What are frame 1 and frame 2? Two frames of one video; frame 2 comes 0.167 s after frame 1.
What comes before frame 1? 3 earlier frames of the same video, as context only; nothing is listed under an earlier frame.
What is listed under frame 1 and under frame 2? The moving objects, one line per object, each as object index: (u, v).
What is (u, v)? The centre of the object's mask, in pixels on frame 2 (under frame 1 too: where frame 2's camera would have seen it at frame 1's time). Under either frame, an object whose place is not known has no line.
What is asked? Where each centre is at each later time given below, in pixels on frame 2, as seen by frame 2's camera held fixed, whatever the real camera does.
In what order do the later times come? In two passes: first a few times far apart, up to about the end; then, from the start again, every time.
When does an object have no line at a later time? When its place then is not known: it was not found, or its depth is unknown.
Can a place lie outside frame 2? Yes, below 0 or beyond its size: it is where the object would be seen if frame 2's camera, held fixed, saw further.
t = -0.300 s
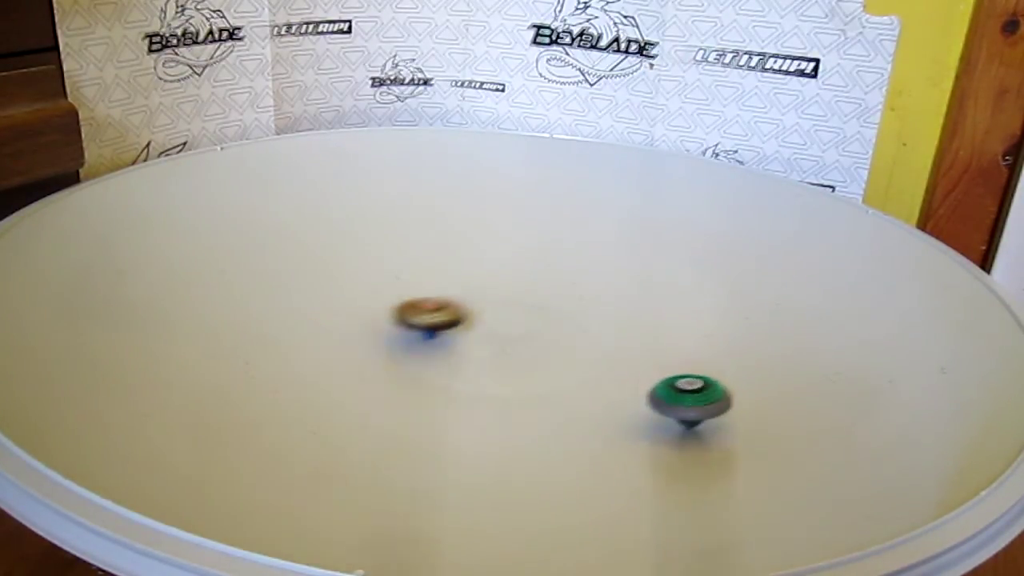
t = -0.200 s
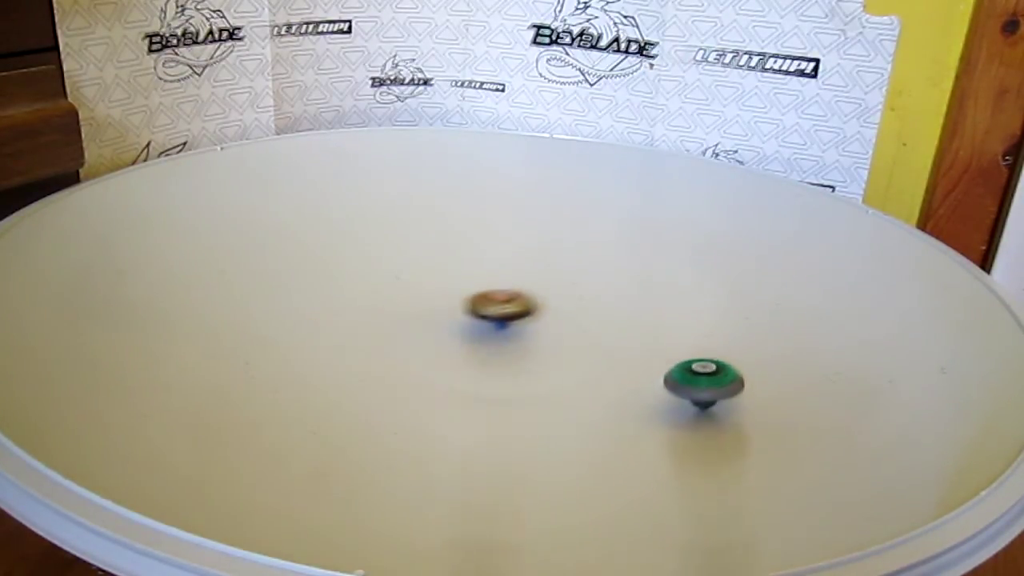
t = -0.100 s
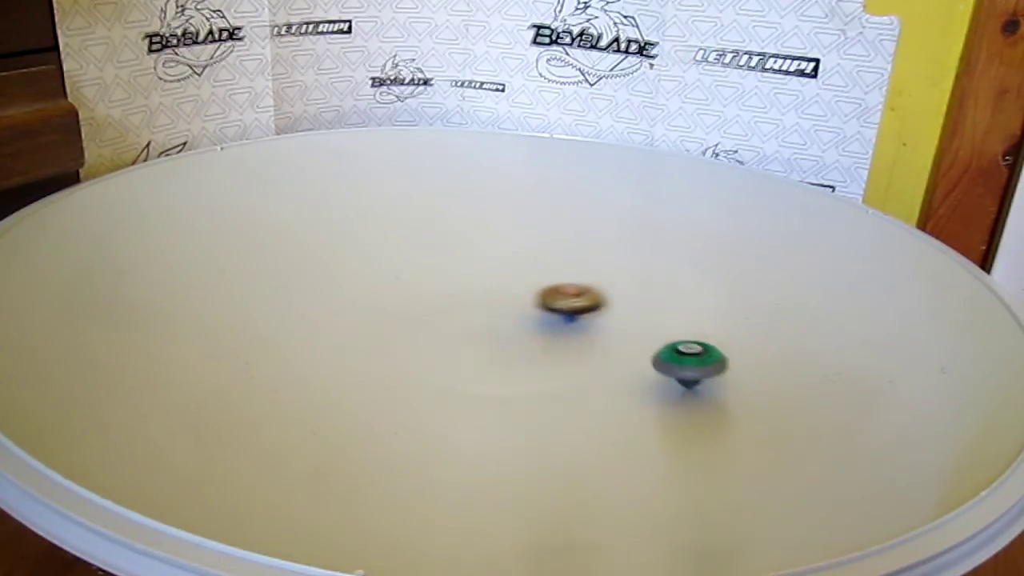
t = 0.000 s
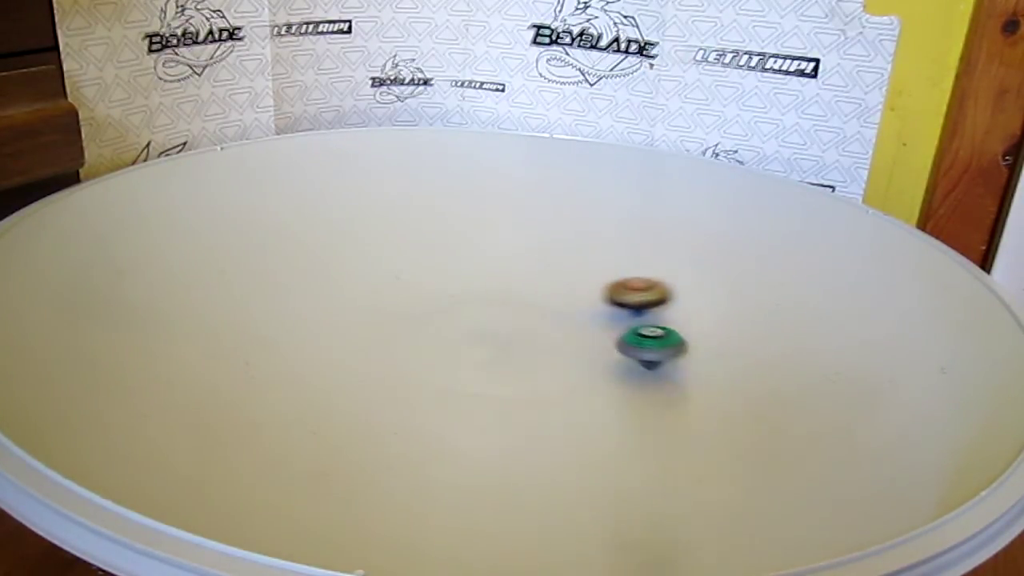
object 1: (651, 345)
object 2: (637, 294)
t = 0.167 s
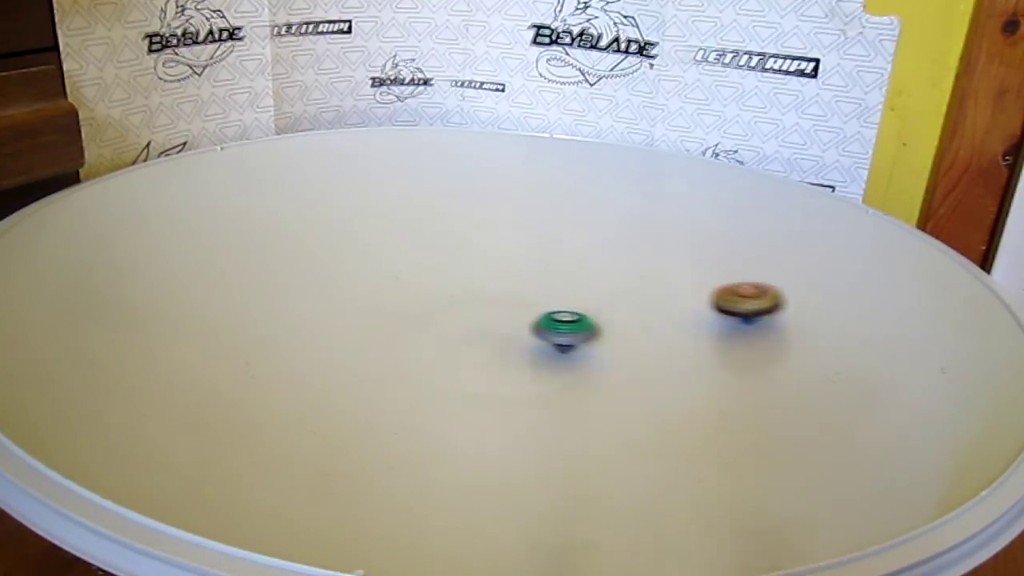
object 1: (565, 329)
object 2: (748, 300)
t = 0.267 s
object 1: (510, 329)
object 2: (796, 315)
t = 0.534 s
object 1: (366, 331)
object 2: (770, 381)
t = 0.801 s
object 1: (309, 369)
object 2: (547, 373)
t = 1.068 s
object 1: (424, 400)
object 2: (453, 287)
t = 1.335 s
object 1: (506, 351)
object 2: (480, 218)
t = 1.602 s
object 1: (478, 290)
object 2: (580, 209)
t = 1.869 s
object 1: (408, 245)
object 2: (620, 274)
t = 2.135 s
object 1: (319, 251)
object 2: (503, 329)
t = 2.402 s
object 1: (362, 304)
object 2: (325, 333)
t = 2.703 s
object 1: (517, 315)
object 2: (243, 264)
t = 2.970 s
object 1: (624, 289)
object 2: (356, 253)
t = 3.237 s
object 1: (606, 242)
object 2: (498, 300)
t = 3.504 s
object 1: (515, 243)
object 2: (601, 366)
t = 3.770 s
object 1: (475, 293)
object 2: (593, 429)
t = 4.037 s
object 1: (528, 352)
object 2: (446, 424)
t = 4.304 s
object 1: (641, 389)
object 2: (424, 355)
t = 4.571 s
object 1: (725, 355)
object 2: (522, 302)
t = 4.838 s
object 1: (641, 316)
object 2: (627, 271)
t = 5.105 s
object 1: (515, 315)
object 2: (716, 286)
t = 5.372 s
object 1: (393, 330)
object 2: (675, 333)
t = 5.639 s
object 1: (334, 368)
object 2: (523, 330)
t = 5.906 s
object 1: (428, 404)
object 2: (395, 291)
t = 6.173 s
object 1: (527, 369)
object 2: (379, 238)
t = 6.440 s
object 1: (502, 311)
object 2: (452, 231)
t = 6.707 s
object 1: (425, 302)
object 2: (558, 237)
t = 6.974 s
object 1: (365, 322)
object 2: (655, 285)
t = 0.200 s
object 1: (546, 329)
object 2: (766, 304)
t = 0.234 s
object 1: (528, 329)
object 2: (783, 309)
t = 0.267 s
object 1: (510, 329)
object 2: (796, 315)
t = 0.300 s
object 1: (491, 329)
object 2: (807, 321)
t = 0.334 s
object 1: (472, 330)
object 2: (815, 329)
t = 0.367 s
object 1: (454, 330)
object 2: (819, 337)
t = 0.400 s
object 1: (436, 330)
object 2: (819, 346)
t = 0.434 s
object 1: (418, 331)
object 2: (814, 355)
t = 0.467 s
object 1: (398, 330)
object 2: (805, 364)
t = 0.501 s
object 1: (381, 330)
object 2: (790, 373)
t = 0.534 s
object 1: (366, 331)
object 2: (770, 381)
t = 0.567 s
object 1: (352, 333)
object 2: (746, 388)
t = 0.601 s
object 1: (340, 336)
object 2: (719, 392)
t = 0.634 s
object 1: (329, 340)
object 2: (689, 394)
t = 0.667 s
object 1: (320, 344)
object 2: (659, 394)
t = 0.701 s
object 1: (313, 350)
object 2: (628, 392)
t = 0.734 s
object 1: (308, 356)
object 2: (599, 387)
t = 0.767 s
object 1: (307, 362)
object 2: (571, 381)
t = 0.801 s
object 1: (309, 369)
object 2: (547, 373)
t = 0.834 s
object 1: (314, 375)
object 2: (525, 363)
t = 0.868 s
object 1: (324, 382)
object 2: (509, 351)
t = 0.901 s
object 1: (335, 387)
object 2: (496, 340)
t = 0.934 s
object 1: (350, 392)
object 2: (485, 329)
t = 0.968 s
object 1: (367, 396)
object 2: (476, 317)
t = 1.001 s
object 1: (386, 399)
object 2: (467, 307)
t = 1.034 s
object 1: (405, 400)
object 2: (460, 297)
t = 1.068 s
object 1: (424, 400)
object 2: (453, 287)
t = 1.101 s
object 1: (443, 398)
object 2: (446, 278)
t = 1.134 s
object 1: (460, 395)
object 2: (443, 268)
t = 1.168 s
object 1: (475, 390)
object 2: (444, 258)
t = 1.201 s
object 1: (487, 384)
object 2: (448, 249)
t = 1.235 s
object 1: (497, 377)
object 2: (454, 240)
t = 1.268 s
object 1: (504, 369)
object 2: (461, 232)
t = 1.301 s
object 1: (507, 360)
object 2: (470, 225)
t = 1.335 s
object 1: (506, 351)
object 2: (480, 218)
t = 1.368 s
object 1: (503, 343)
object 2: (491, 213)
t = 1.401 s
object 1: (500, 335)
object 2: (503, 208)
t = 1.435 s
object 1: (497, 327)
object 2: (517, 205)
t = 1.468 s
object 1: (493, 320)
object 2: (529, 203)
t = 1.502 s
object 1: (490, 312)
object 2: (541, 203)
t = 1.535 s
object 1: (486, 305)
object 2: (555, 203)
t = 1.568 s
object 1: (482, 297)
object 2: (567, 205)
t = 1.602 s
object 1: (478, 290)
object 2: (580, 209)
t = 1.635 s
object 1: (474, 284)
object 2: (591, 213)
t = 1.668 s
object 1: (471, 277)
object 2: (602, 219)
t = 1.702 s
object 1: (465, 270)
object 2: (610, 226)
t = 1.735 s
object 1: (456, 263)
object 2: (616, 234)
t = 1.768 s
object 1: (445, 258)
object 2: (621, 243)
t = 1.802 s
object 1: (433, 253)
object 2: (624, 253)
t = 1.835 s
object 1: (421, 248)
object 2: (623, 263)
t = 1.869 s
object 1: (408, 245)
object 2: (620, 274)
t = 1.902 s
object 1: (394, 242)
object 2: (613, 284)
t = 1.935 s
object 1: (382, 240)
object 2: (604, 294)
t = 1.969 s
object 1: (369, 239)
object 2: (593, 303)
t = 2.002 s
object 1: (357, 239)
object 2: (579, 310)
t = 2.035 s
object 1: (345, 240)
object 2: (562, 316)
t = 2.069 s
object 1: (335, 243)
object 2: (543, 320)
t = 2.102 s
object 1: (326, 247)
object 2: (523, 325)
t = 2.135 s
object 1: (319, 251)
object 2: (503, 329)
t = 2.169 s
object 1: (315, 257)
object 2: (482, 332)
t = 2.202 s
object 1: (313, 264)
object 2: (460, 335)
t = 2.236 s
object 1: (314, 271)
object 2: (437, 338)
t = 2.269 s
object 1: (317, 279)
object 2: (414, 341)
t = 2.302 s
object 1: (324, 287)
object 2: (391, 342)
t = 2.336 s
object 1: (333, 294)
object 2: (368, 341)
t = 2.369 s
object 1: (345, 298)
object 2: (346, 338)
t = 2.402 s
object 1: (362, 304)
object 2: (325, 333)
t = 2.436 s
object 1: (375, 314)
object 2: (303, 326)
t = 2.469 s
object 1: (393, 319)
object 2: (284, 319)
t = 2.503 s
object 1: (411, 321)
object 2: (269, 311)
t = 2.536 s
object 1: (429, 321)
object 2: (256, 302)
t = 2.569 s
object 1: (447, 320)
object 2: (247, 294)
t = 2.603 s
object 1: (464, 319)
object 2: (240, 286)
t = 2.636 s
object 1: (482, 318)
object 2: (238, 278)
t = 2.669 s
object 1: (500, 317)
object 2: (239, 271)
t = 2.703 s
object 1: (517, 315)
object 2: (243, 264)
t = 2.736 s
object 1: (534, 314)
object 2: (249, 258)
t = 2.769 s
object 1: (550, 311)
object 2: (258, 254)
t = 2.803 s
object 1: (565, 309)
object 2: (270, 251)
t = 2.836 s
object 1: (580, 307)
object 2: (284, 249)
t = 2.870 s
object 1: (596, 305)
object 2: (300, 248)
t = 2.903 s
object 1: (608, 301)
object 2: (317, 248)
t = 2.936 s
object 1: (617, 296)
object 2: (336, 250)
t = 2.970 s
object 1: (624, 289)
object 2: (356, 253)
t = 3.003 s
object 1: (628, 283)
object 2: (377, 257)
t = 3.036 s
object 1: (630, 276)
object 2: (397, 262)
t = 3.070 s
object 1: (631, 269)
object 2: (417, 267)
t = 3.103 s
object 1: (629, 263)
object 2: (436, 273)
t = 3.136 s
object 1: (626, 257)
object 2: (454, 280)
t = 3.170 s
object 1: (621, 251)
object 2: (471, 286)
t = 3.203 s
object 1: (614, 246)
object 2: (485, 293)
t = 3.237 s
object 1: (606, 242)
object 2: (498, 300)
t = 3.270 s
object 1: (597, 239)
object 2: (511, 308)
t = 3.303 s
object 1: (586, 236)
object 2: (524, 316)
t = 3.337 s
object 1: (575, 235)
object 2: (537, 324)
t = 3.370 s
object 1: (563, 234)
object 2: (549, 332)
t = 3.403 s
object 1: (551, 235)
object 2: (563, 341)
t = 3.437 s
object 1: (538, 237)
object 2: (576, 349)
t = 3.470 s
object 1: (526, 239)
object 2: (590, 358)
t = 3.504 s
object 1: (515, 243)
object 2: (601, 366)
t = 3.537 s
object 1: (504, 248)
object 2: (609, 374)
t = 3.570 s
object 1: (495, 253)
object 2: (614, 382)
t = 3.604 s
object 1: (487, 260)
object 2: (618, 391)
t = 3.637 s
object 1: (481, 266)
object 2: (619, 400)
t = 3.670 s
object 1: (476, 274)
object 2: (617, 409)
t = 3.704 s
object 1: (472, 281)
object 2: (612, 416)
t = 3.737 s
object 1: (472, 287)
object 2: (604, 423)
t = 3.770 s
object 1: (475, 293)
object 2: (593, 429)
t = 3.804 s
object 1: (480, 300)
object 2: (579, 434)
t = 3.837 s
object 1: (485, 307)
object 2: (563, 437)
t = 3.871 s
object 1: (491, 314)
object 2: (544, 439)
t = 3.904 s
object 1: (498, 321)
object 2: (524, 439)
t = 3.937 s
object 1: (504, 329)
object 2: (503, 438)
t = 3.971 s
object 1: (512, 337)
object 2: (482, 435)
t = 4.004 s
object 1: (520, 344)
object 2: (463, 430)
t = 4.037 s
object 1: (528, 352)
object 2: (446, 424)
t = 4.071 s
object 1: (537, 360)
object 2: (433, 417)
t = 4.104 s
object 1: (544, 369)
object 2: (422, 409)
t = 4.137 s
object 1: (555, 376)
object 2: (416, 400)
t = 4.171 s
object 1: (569, 381)
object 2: (412, 391)
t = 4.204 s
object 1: (587, 385)
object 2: (411, 382)
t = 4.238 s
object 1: (604, 387)
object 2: (413, 373)
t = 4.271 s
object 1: (623, 389)
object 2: (417, 364)
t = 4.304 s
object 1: (641, 389)
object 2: (424, 355)
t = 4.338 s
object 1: (659, 388)
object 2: (434, 346)
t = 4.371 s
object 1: (675, 386)
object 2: (446, 339)
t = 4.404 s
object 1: (690, 383)
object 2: (459, 332)
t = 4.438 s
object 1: (703, 379)
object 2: (472, 326)
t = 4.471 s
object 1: (713, 373)
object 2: (486, 320)
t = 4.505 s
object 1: (720, 367)
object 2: (498, 314)
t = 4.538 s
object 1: (724, 361)
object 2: (510, 308)
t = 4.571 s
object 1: (725, 355)
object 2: (522, 302)
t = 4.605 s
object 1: (723, 348)
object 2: (535, 297)
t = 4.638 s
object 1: (718, 342)
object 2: (546, 292)
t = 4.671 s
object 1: (709, 336)
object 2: (557, 287)
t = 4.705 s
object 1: (699, 331)
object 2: (569, 282)
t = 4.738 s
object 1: (687, 326)
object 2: (582, 278)
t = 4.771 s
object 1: (673, 322)
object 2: (597, 275)
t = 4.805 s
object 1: (658, 319)
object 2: (612, 273)
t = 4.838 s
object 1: (641, 316)
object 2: (627, 271)
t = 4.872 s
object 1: (624, 314)
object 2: (641, 270)
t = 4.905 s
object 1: (608, 312)
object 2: (655, 269)
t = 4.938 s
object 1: (591, 311)
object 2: (669, 270)
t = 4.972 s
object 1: (575, 310)
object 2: (681, 272)
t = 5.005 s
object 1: (560, 311)
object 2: (692, 274)
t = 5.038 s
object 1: (545, 312)
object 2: (702, 277)
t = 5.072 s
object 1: (529, 314)
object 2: (710, 281)
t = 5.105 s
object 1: (515, 315)
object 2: (716, 286)
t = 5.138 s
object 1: (500, 317)
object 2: (720, 291)
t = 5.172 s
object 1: (485, 319)
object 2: (721, 297)
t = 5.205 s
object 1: (470, 321)
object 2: (720, 303)
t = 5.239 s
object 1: (455, 323)
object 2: (717, 309)
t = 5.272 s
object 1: (440, 325)
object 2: (711, 316)
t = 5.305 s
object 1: (425, 327)
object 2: (701, 322)
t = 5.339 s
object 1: (410, 329)
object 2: (689, 328)
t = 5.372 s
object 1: (393, 330)
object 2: (675, 333)
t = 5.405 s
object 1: (379, 332)
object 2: (658, 338)
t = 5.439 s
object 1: (368, 335)
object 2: (639, 340)
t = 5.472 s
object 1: (357, 339)
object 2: (620, 343)
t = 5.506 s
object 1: (348, 344)
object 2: (599, 343)
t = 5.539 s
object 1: (341, 349)
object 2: (579, 341)
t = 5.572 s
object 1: (337, 355)
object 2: (560, 338)
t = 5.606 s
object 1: (334, 361)
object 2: (542, 333)
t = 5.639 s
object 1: (334, 368)
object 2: (523, 330)
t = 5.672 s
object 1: (337, 374)
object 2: (506, 325)
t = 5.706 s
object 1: (344, 381)
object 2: (489, 321)
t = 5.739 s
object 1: (353, 387)
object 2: (472, 316)
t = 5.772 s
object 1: (364, 392)
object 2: (455, 311)
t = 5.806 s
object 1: (378, 397)
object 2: (440, 306)
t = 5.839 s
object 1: (394, 401)
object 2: (424, 301)
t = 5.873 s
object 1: (411, 403)
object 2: (408, 297)
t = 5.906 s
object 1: (428, 404)
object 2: (395, 291)
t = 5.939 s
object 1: (446, 403)
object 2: (385, 285)
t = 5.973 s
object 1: (464, 402)
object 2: (378, 277)
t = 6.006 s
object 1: (480, 399)
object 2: (373, 270)
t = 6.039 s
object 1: (493, 395)
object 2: (370, 262)
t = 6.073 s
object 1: (505, 389)
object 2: (370, 255)
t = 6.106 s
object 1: (515, 383)
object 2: (371, 249)
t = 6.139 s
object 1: (522, 376)
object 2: (374, 243)
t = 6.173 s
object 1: (527, 369)
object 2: (379, 238)
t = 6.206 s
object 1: (528, 361)
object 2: (384, 235)
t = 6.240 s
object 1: (526, 353)
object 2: (391, 231)
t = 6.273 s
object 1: (522, 346)
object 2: (400, 229)
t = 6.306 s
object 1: (518, 339)
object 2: (409, 227)
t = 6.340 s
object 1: (514, 331)
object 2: (419, 227)
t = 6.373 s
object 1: (511, 324)
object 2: (430, 227)
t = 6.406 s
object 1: (506, 318)
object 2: (440, 229)
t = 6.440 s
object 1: (502, 311)
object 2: (452, 231)
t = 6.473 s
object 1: (498, 305)
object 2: (462, 235)
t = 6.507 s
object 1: (494, 299)
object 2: (473, 239)
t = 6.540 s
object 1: (489, 292)
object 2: (482, 244)
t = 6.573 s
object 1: (485, 287)
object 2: (491, 250)
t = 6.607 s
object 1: (478, 284)
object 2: (503, 252)
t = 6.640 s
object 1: (459, 291)
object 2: (523, 245)
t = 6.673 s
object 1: (441, 298)
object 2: (541, 239)
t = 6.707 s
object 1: (425, 302)
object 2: (558, 237)
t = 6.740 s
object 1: (411, 305)
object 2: (574, 237)
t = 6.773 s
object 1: (399, 306)
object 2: (589, 239)
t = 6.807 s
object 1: (388, 306)
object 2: (603, 245)
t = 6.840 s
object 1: (380, 308)
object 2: (615, 251)
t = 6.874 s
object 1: (374, 311)
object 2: (627, 258)
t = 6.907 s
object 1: (369, 314)
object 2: (637, 266)
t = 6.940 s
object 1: (366, 318)
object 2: (647, 275)
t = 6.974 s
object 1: (365, 322)
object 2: (655, 285)
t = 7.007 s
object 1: (365, 326)
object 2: (661, 294)
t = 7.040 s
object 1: (367, 331)
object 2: (664, 304)
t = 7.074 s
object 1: (370, 335)
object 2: (665, 314)
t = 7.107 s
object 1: (376, 340)
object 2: (664, 324)
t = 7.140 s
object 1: (383, 343)
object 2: (661, 334)
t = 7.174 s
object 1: (391, 347)
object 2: (655, 344)
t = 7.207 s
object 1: (400, 349)
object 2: (645, 353)
